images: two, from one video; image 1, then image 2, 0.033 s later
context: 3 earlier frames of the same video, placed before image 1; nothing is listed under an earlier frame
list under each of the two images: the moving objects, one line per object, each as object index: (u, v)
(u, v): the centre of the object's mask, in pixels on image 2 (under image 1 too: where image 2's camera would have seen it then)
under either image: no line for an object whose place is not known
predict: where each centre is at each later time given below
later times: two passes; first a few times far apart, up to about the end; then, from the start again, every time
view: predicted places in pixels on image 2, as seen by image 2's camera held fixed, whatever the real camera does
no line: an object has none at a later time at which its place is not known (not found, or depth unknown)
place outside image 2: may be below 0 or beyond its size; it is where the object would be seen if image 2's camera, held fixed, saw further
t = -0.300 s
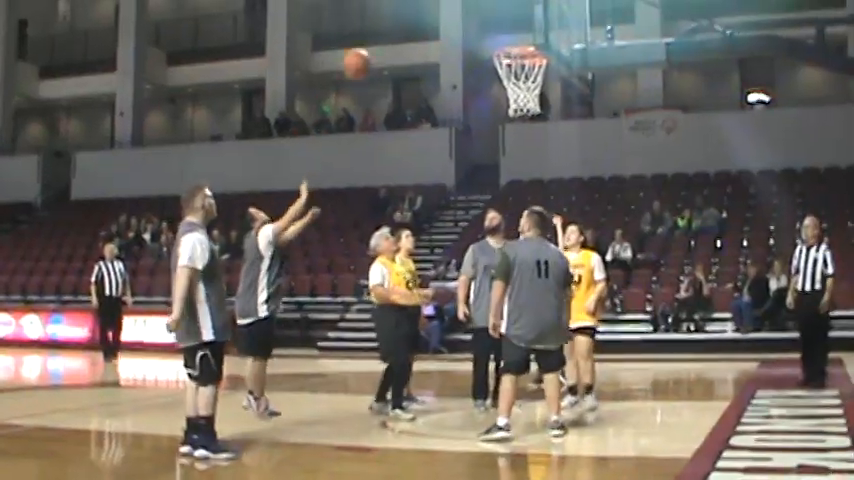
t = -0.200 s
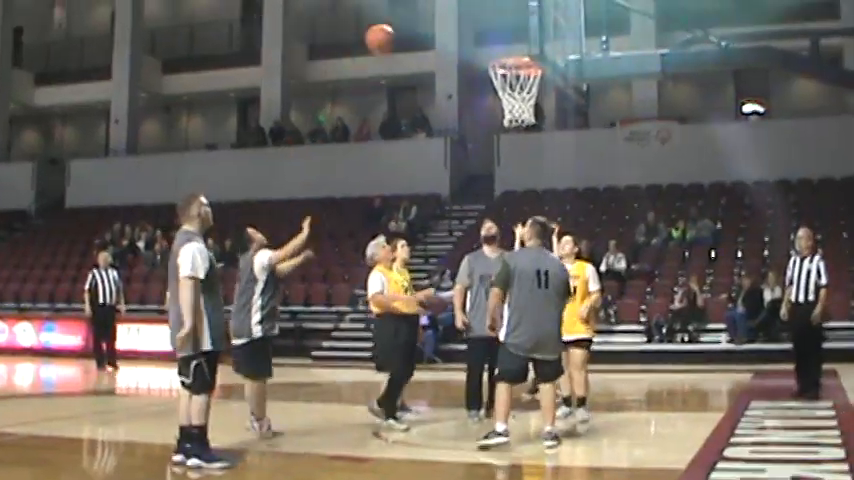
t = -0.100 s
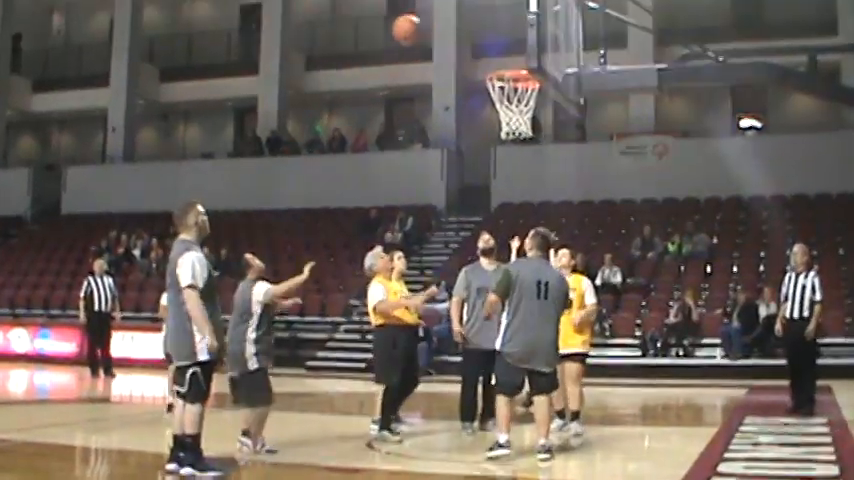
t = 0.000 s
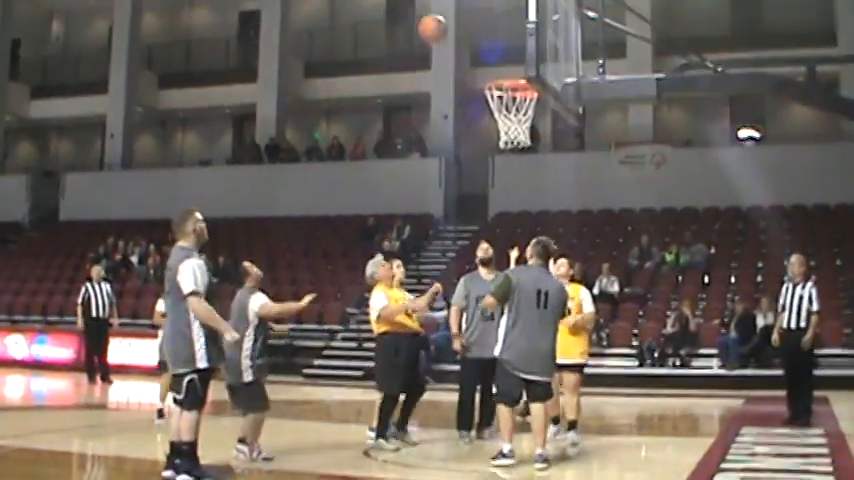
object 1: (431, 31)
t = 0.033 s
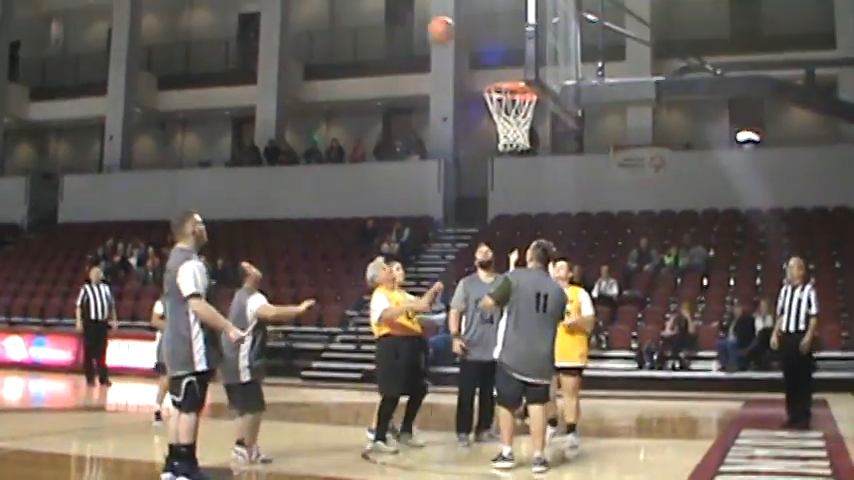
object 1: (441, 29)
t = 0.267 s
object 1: (501, 59)
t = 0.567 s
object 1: (517, 135)
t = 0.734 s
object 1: (506, 157)
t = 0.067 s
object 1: (449, 30)
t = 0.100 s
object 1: (459, 32)
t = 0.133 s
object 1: (467, 37)
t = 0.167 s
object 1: (476, 40)
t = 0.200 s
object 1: (484, 47)
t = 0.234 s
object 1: (493, 53)
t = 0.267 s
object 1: (501, 59)
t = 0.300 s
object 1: (510, 70)
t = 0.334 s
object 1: (518, 74)
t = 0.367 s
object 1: (517, 87)
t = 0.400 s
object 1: (518, 91)
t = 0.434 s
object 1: (524, 101)
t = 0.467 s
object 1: (521, 110)
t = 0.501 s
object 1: (525, 120)
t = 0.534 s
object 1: (524, 117)
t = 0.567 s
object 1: (517, 135)
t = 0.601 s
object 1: (514, 138)
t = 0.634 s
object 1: (512, 142)
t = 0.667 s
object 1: (510, 144)
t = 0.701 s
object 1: (508, 150)
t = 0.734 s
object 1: (506, 157)
